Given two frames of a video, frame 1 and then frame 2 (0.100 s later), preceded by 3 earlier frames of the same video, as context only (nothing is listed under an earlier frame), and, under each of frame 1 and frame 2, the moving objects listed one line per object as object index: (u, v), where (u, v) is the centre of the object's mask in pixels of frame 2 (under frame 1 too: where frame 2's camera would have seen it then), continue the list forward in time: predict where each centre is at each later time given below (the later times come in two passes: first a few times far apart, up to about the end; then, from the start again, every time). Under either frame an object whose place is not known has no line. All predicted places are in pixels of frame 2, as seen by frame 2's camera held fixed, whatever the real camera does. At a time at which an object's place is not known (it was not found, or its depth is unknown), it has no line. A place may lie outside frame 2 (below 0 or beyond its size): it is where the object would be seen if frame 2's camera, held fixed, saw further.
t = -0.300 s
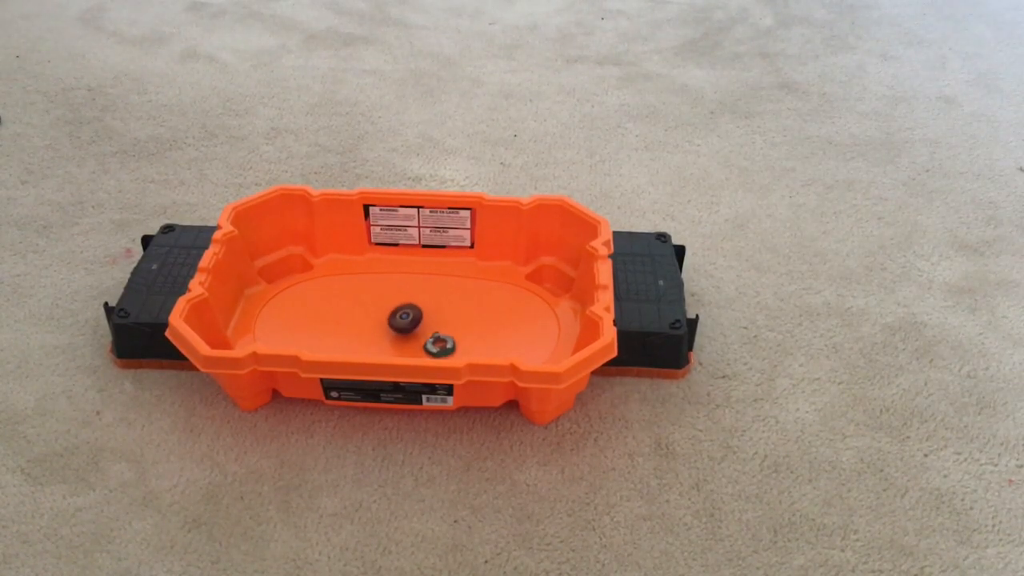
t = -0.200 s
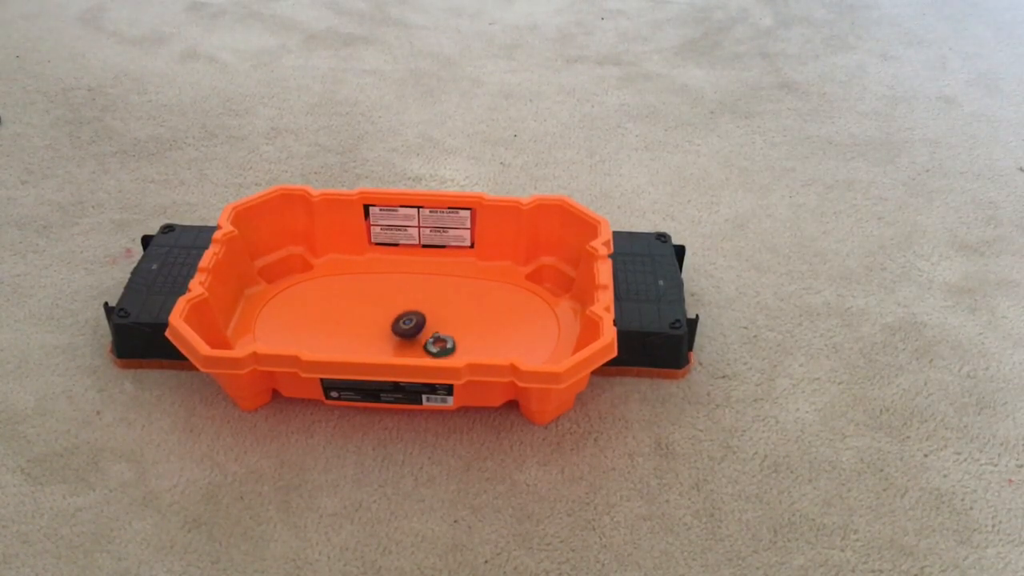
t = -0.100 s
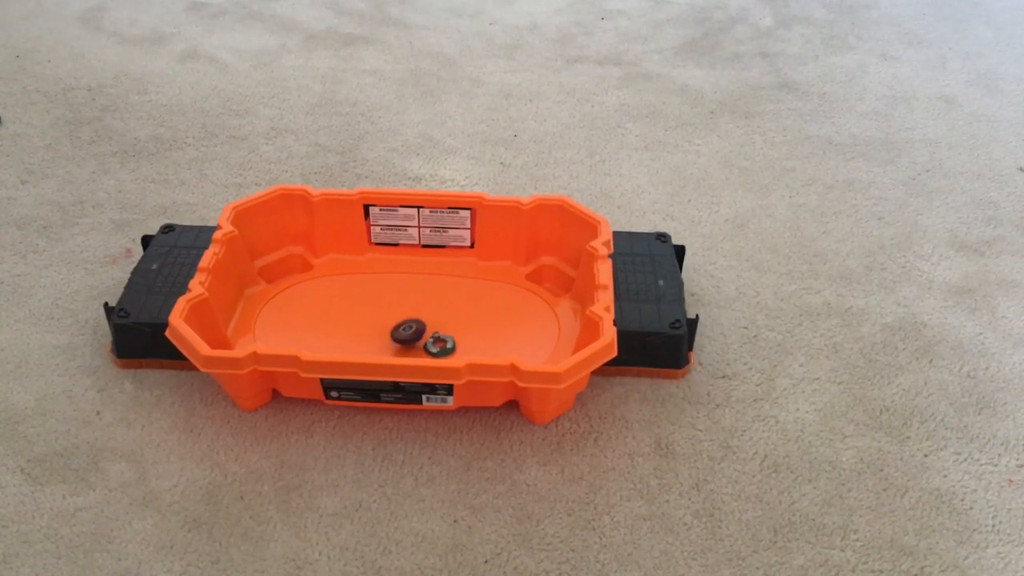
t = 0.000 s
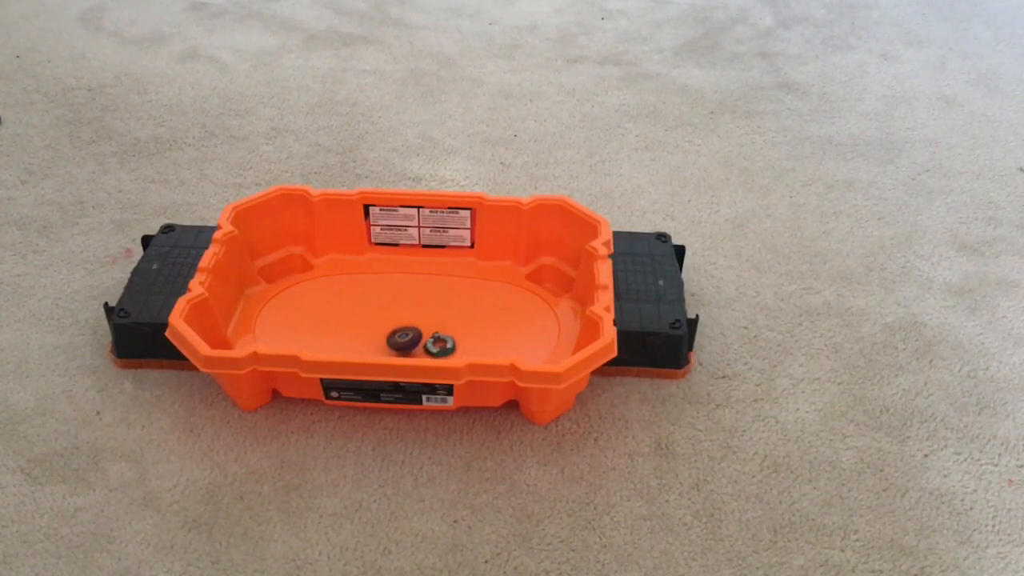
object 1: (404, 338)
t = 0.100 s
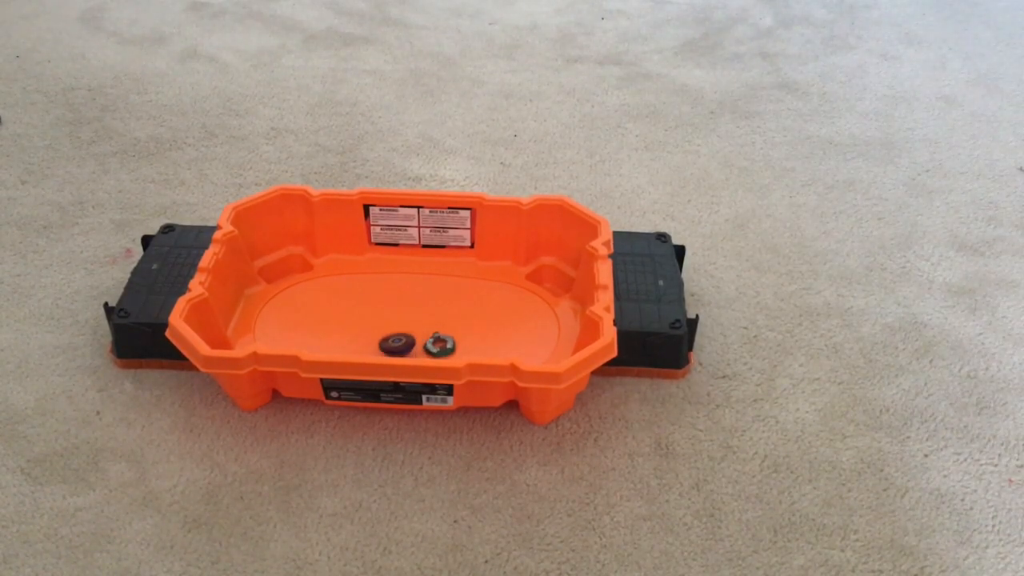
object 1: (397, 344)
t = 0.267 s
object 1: (383, 347)
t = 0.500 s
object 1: (371, 342)
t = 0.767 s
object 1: (369, 324)
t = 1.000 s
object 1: (377, 308)
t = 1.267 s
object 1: (392, 307)
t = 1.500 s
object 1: (408, 321)
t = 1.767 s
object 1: (414, 338)
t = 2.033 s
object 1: (414, 348)
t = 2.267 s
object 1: (414, 343)
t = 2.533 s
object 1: (410, 325)
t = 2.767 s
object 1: (413, 310)
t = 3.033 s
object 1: (412, 304)
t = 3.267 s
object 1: (405, 318)
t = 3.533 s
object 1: (392, 332)
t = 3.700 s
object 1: (379, 338)
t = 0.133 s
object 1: (394, 345)
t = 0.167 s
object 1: (391, 346)
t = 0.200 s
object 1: (389, 346)
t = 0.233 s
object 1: (385, 347)
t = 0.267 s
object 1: (383, 347)
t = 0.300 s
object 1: (381, 347)
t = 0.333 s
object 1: (380, 347)
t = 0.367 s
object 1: (378, 346)
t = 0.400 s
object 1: (376, 345)
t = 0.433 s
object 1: (374, 344)
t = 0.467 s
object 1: (372, 343)
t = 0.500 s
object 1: (371, 342)
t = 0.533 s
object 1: (370, 340)
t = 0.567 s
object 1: (369, 338)
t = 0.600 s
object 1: (369, 335)
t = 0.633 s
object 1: (368, 333)
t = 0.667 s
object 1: (368, 330)
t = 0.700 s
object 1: (368, 328)
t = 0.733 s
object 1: (369, 325)
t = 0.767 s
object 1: (369, 324)
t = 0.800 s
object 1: (370, 321)
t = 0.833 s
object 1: (371, 319)
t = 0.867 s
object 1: (372, 316)
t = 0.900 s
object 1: (373, 314)
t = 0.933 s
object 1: (375, 312)
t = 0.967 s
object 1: (376, 310)
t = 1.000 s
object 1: (377, 308)
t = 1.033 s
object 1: (380, 307)
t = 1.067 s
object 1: (381, 306)
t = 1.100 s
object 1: (383, 305)
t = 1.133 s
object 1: (385, 305)
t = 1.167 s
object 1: (386, 305)
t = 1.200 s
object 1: (388, 305)
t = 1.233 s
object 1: (390, 306)
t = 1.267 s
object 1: (392, 307)
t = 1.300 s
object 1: (395, 309)
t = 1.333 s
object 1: (398, 311)
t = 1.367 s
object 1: (400, 312)
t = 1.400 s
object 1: (403, 315)
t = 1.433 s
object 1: (404, 317)
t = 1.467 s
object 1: (406, 319)
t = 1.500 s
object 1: (408, 321)
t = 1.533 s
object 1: (409, 322)
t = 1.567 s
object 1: (411, 324)
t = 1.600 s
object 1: (412, 326)
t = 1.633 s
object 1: (413, 329)
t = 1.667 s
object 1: (413, 330)
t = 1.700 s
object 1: (414, 333)
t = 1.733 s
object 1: (414, 335)
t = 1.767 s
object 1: (414, 338)
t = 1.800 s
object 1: (413, 341)
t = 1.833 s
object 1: (413, 343)
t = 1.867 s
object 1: (413, 344)
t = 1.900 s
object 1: (413, 345)
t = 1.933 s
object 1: (413, 347)
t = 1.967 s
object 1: (413, 347)
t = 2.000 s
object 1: (414, 348)
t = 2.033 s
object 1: (414, 348)
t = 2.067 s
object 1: (414, 348)
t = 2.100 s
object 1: (414, 348)
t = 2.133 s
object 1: (414, 347)
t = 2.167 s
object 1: (414, 347)
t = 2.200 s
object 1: (414, 346)
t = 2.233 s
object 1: (414, 345)
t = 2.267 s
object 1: (414, 343)
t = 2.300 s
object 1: (413, 341)
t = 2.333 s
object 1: (412, 338)
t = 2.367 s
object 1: (411, 336)
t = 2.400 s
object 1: (410, 334)
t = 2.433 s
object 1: (410, 331)
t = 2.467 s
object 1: (410, 329)
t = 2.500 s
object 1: (409, 327)
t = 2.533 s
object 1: (410, 325)
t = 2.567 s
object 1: (409, 322)
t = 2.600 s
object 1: (410, 320)
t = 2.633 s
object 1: (411, 318)
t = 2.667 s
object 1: (412, 316)
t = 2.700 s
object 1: (412, 314)
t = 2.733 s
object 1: (412, 312)
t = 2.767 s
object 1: (413, 310)
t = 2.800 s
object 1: (414, 307)
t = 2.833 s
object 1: (414, 306)
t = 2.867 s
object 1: (414, 305)
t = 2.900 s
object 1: (414, 304)
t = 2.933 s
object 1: (414, 303)
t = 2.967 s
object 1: (413, 303)
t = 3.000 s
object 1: (412, 303)
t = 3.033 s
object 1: (412, 304)
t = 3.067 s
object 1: (411, 306)
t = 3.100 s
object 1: (410, 307)
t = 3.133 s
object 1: (409, 309)
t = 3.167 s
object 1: (408, 311)
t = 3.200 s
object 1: (407, 313)
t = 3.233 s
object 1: (406, 316)
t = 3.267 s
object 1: (405, 318)
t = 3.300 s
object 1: (404, 320)
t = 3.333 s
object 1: (404, 322)
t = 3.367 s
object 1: (403, 323)
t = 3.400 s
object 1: (401, 326)
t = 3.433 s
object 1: (398, 328)
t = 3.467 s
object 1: (397, 329)
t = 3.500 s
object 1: (394, 331)
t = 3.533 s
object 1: (392, 332)
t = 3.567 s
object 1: (389, 334)
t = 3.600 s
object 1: (386, 335)
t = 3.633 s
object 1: (384, 337)
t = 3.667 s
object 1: (381, 338)
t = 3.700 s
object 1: (379, 338)
